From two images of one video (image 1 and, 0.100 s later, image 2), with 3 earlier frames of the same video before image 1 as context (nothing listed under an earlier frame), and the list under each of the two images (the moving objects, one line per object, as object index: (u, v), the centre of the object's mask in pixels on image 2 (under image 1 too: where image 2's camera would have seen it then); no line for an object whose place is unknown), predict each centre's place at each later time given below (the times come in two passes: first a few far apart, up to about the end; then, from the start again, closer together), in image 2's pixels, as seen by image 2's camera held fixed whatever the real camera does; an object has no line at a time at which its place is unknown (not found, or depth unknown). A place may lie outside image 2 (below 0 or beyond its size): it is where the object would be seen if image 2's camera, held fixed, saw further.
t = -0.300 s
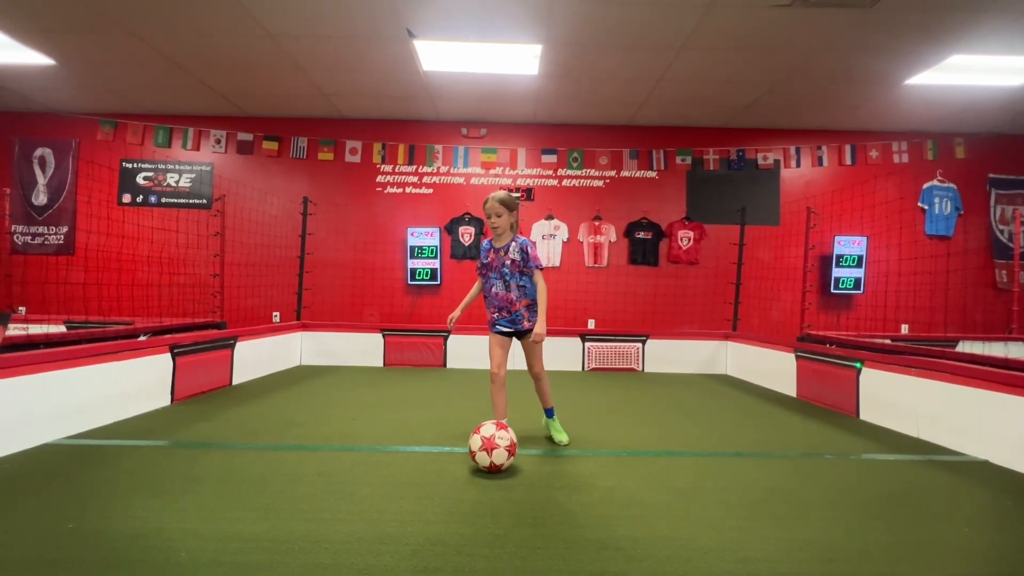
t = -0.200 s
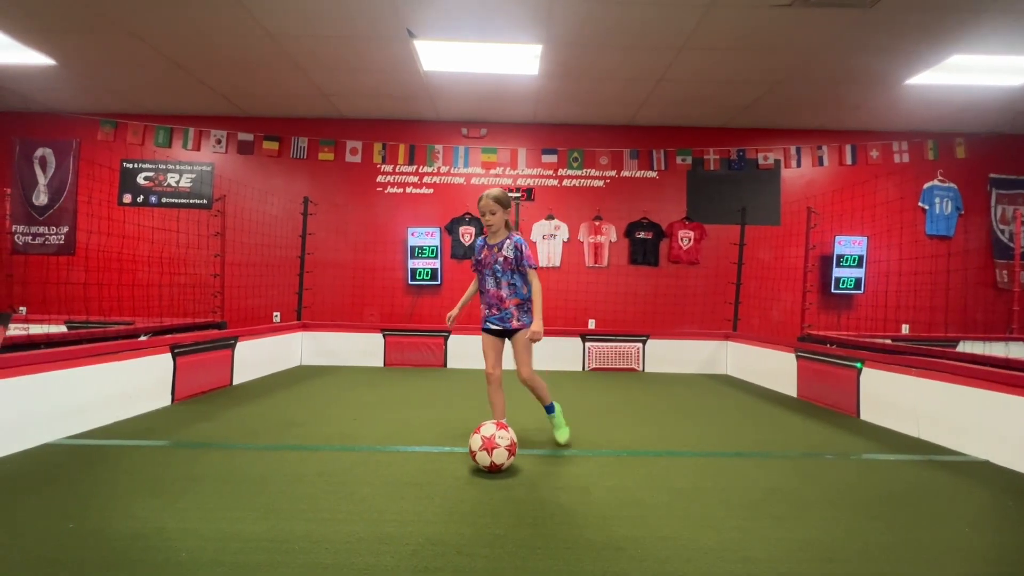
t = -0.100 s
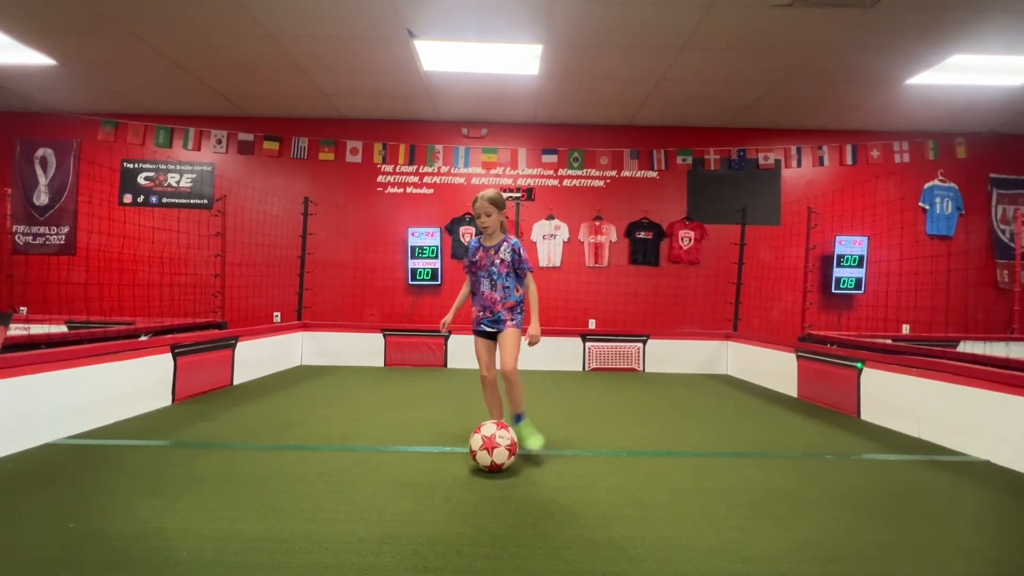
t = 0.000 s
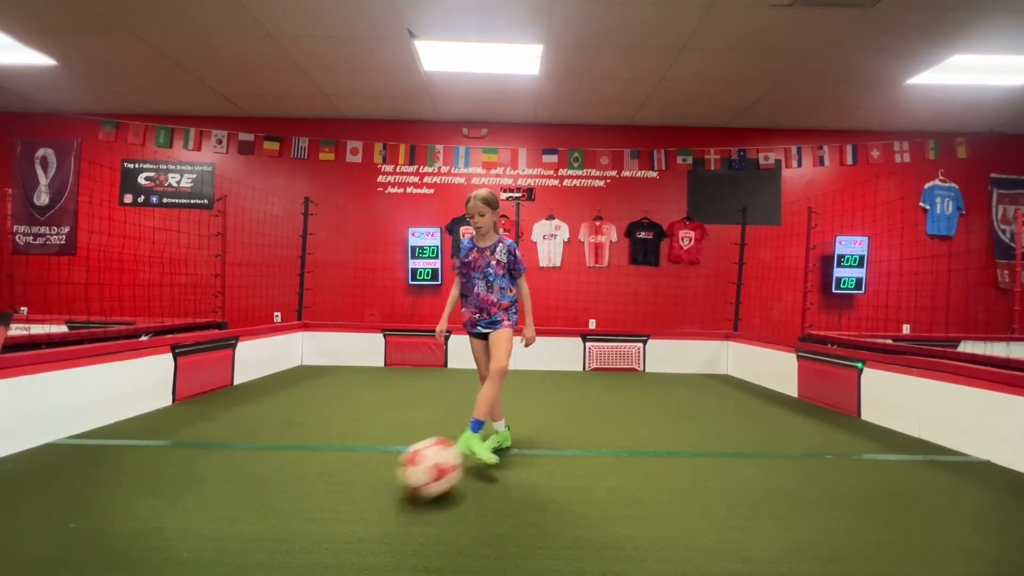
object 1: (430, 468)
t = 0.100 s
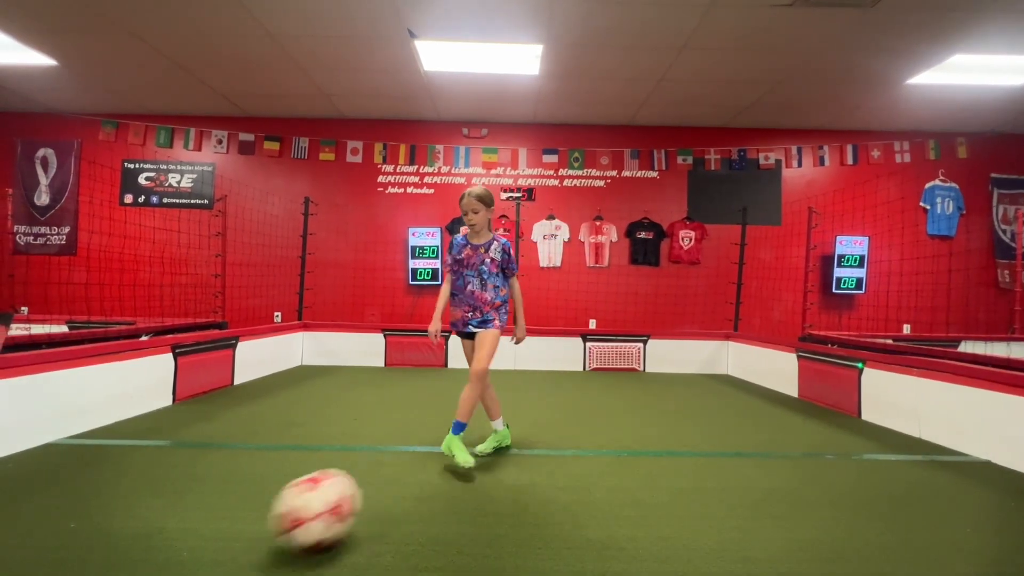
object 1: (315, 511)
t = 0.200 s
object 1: (151, 551)
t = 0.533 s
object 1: (319, 538)
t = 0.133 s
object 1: (266, 527)
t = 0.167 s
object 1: (211, 541)
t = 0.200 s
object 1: (151, 551)
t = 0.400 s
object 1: (202, 552)
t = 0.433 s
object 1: (235, 547)
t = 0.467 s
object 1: (266, 544)
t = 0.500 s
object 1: (296, 543)
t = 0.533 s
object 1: (319, 538)
